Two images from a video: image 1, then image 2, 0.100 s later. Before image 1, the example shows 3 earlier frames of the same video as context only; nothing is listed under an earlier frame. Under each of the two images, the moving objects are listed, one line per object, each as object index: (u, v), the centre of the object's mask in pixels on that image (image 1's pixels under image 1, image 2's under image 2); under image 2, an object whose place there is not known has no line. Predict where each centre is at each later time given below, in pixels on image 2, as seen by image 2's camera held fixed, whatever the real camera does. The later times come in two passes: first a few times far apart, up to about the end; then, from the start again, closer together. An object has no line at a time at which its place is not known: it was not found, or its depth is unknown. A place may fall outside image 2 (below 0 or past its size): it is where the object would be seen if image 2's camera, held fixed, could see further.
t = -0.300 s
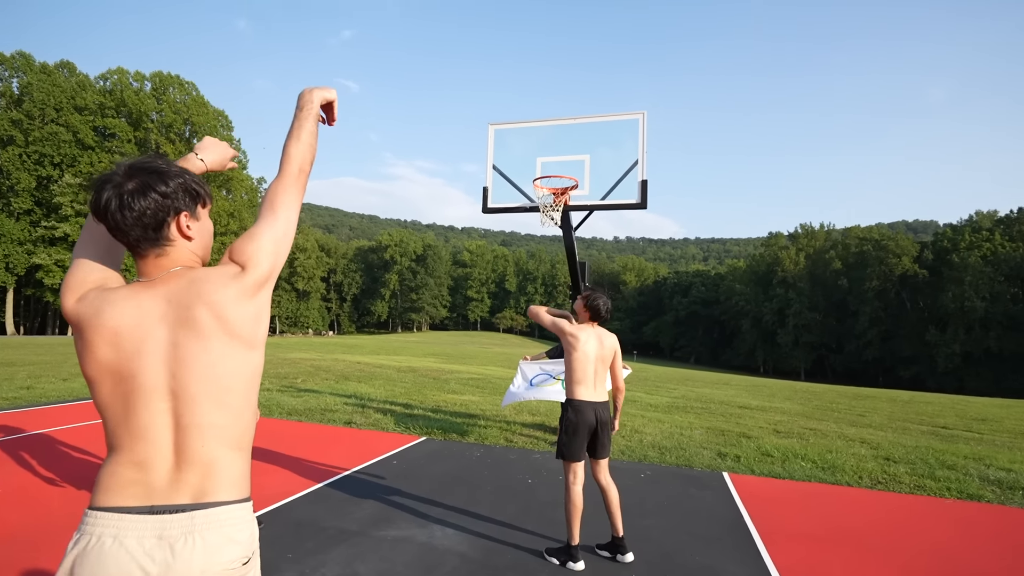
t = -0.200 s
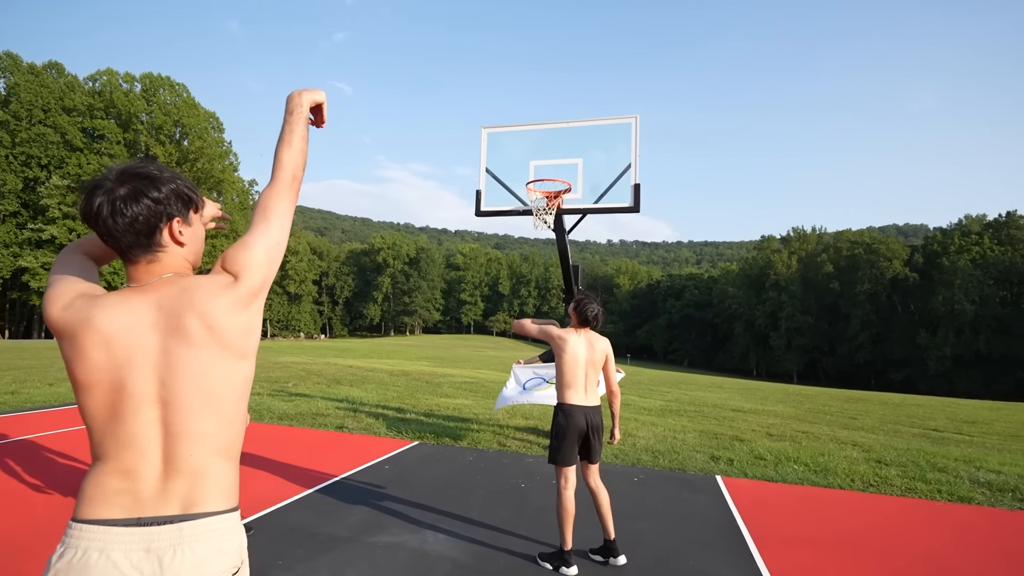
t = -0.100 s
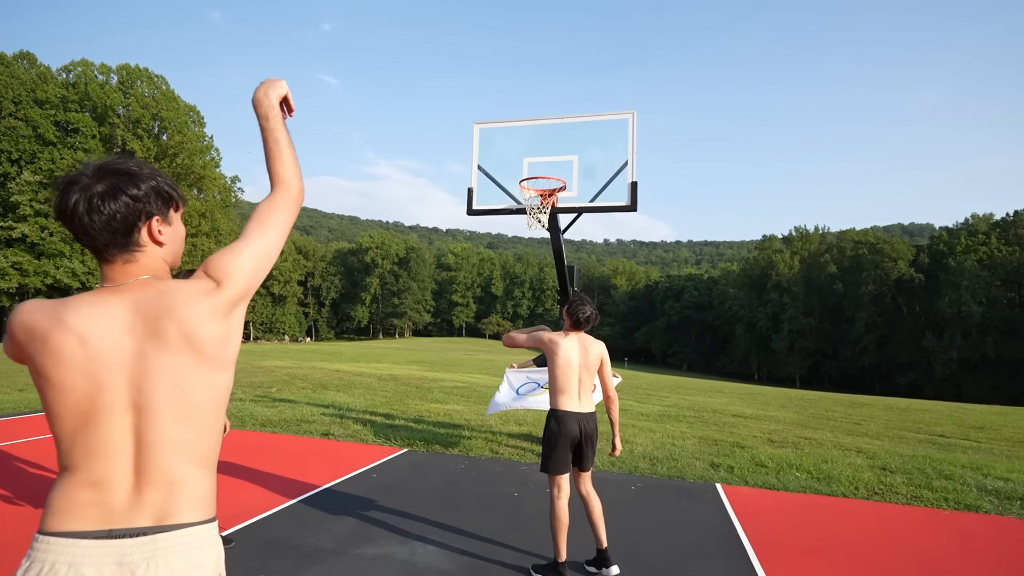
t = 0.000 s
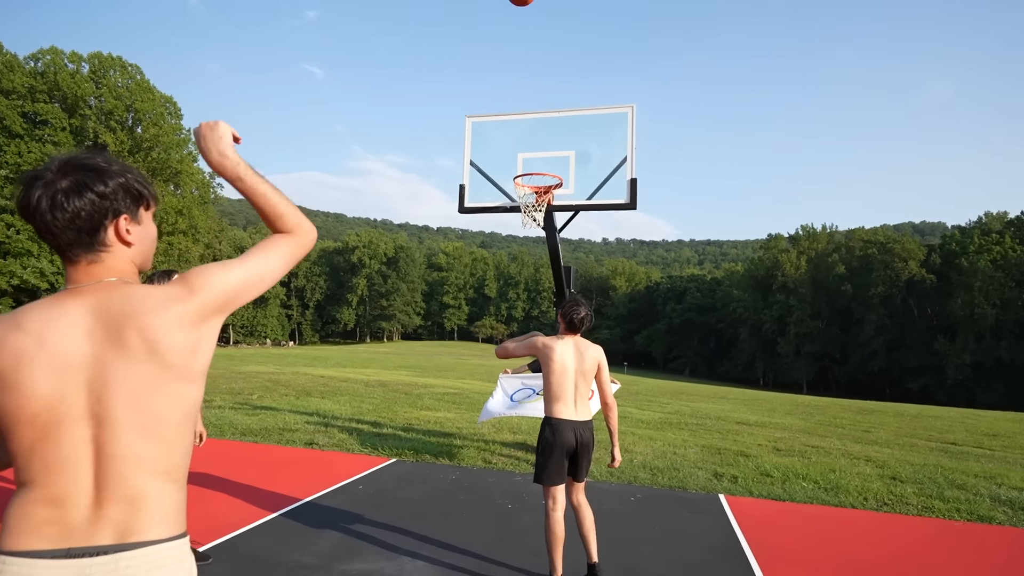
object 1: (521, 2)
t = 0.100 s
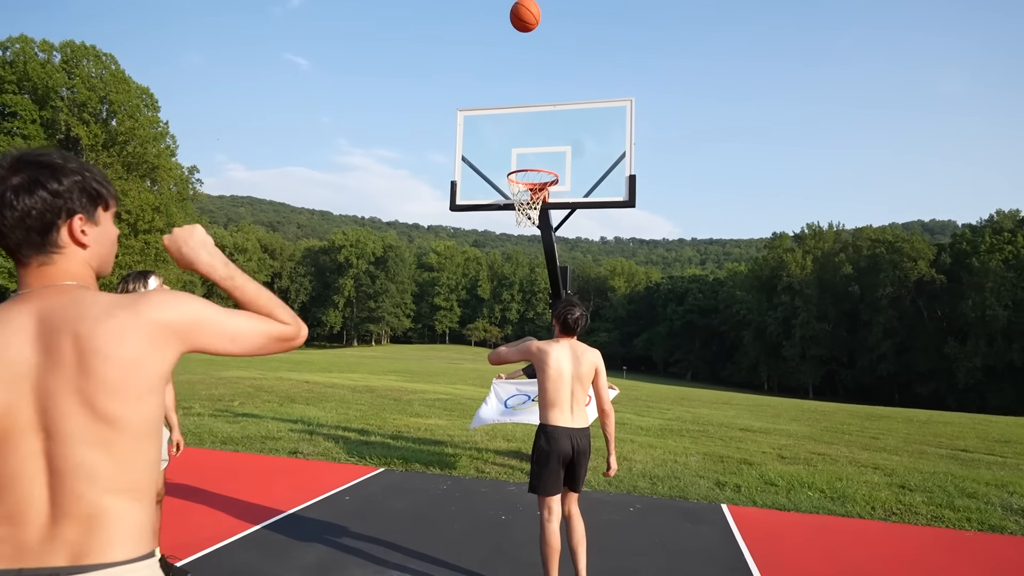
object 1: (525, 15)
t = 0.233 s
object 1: (535, 77)
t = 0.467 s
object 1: (535, 186)
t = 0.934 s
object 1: (494, 275)
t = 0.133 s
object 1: (528, 30)
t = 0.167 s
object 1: (531, 46)
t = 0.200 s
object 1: (533, 61)
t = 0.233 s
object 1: (535, 77)
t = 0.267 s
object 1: (537, 93)
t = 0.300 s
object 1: (539, 109)
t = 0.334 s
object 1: (541, 126)
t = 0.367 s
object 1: (542, 143)
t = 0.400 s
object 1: (544, 159)
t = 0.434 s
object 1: (543, 180)
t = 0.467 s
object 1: (535, 186)
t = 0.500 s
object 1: (525, 194)
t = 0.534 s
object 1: (517, 202)
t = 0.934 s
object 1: (494, 275)
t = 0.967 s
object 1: (491, 290)
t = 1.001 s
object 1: (488, 306)
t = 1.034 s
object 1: (485, 324)
